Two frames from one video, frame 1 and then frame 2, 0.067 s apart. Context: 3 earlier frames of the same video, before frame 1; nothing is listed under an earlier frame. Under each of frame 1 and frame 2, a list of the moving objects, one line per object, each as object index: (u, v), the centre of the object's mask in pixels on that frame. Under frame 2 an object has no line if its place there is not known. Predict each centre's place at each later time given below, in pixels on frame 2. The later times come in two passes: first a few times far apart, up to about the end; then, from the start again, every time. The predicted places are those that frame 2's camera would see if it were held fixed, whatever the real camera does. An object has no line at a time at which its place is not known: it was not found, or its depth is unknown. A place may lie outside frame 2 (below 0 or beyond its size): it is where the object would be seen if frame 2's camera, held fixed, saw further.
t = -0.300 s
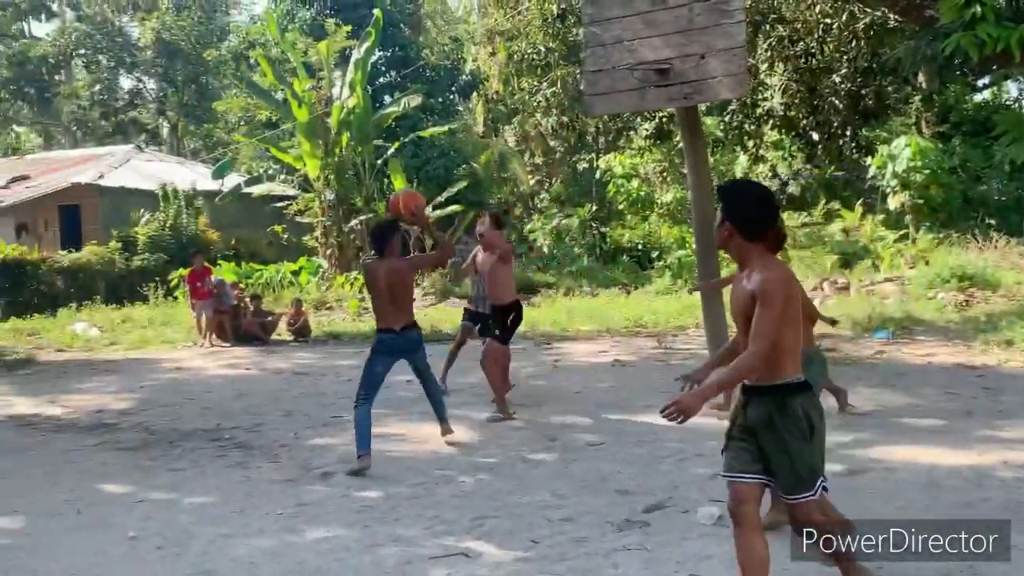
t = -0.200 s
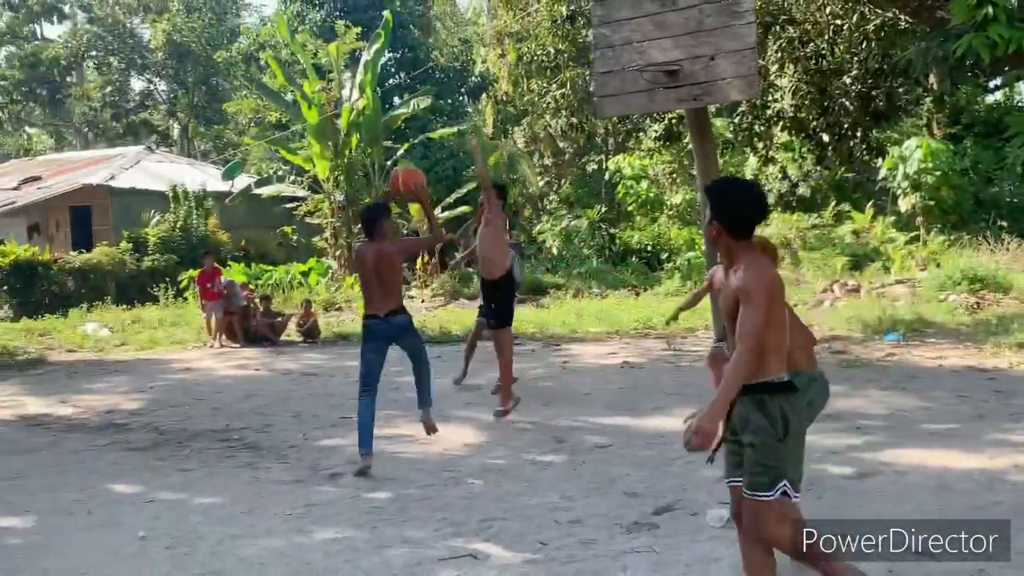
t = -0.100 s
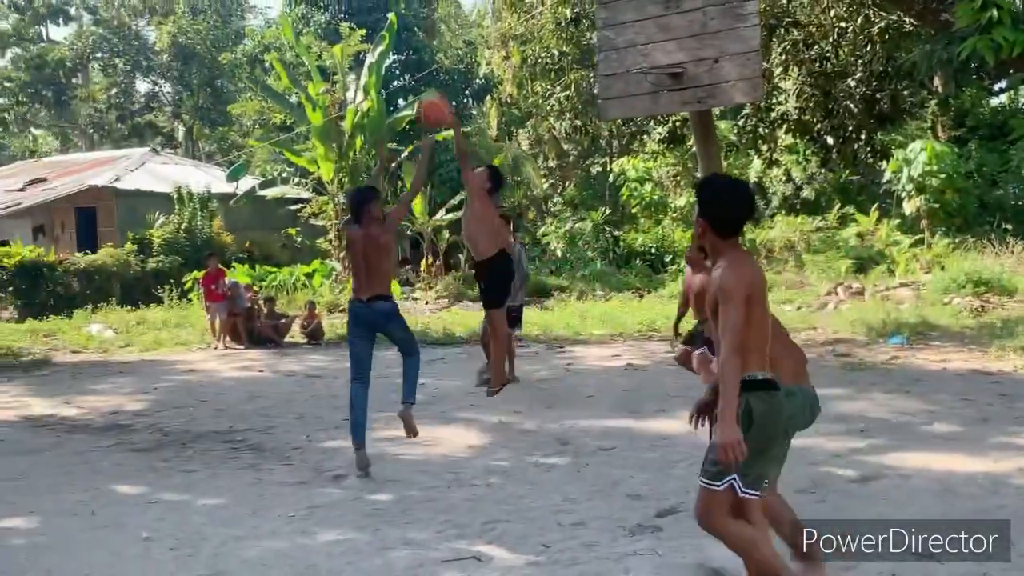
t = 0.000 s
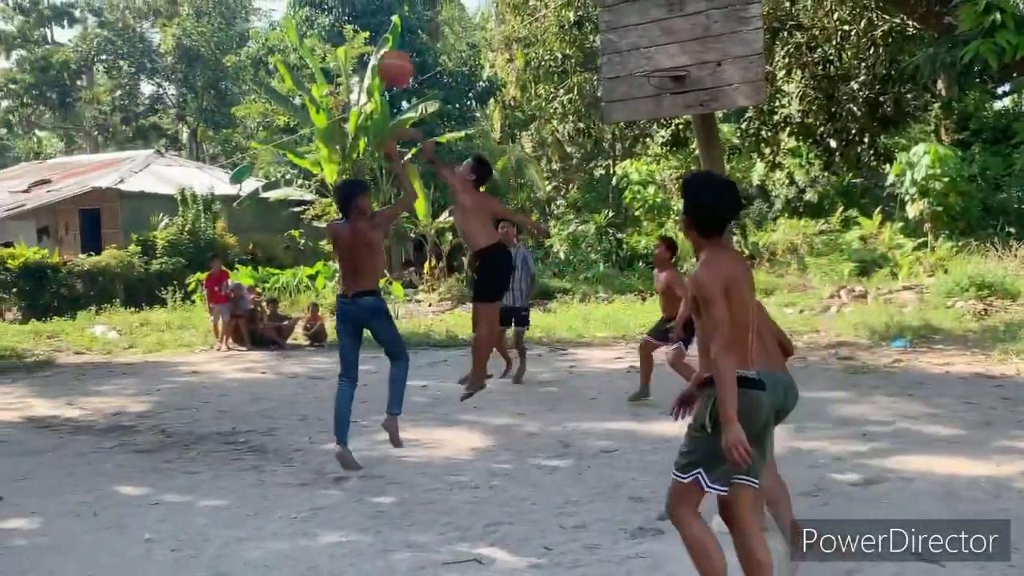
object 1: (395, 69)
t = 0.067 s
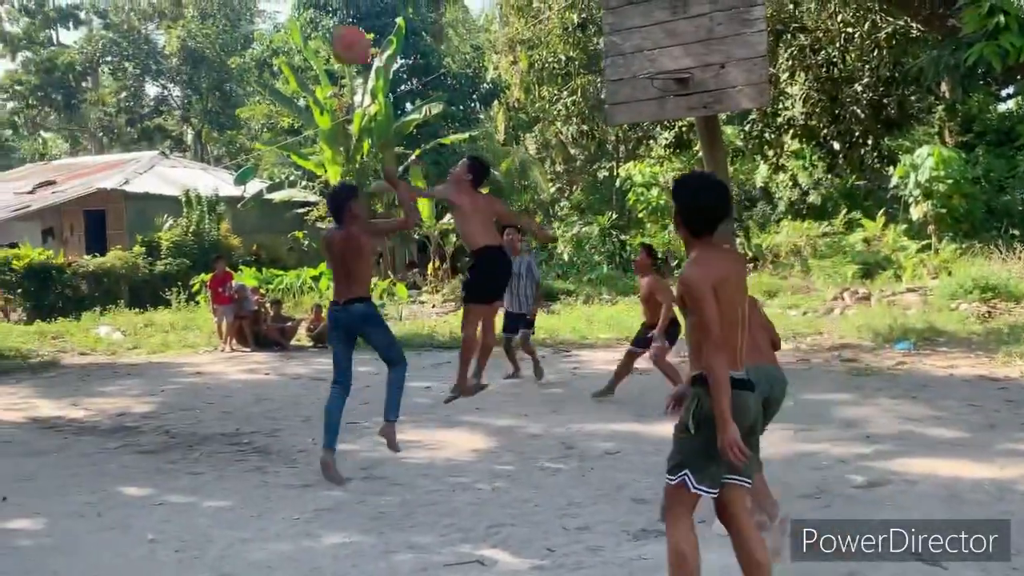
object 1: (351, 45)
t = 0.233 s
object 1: (207, 13)
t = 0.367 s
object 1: (68, 16)
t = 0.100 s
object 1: (324, 35)
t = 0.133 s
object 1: (296, 28)
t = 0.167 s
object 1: (268, 19)
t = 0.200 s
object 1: (238, 15)
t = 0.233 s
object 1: (207, 13)
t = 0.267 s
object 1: (175, 12)
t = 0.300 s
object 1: (141, 12)
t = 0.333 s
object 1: (105, 13)
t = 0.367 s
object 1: (68, 16)
